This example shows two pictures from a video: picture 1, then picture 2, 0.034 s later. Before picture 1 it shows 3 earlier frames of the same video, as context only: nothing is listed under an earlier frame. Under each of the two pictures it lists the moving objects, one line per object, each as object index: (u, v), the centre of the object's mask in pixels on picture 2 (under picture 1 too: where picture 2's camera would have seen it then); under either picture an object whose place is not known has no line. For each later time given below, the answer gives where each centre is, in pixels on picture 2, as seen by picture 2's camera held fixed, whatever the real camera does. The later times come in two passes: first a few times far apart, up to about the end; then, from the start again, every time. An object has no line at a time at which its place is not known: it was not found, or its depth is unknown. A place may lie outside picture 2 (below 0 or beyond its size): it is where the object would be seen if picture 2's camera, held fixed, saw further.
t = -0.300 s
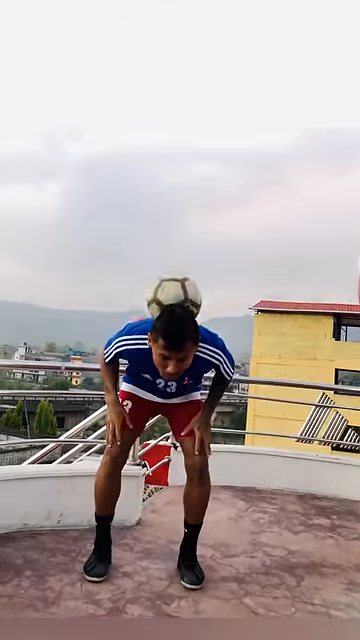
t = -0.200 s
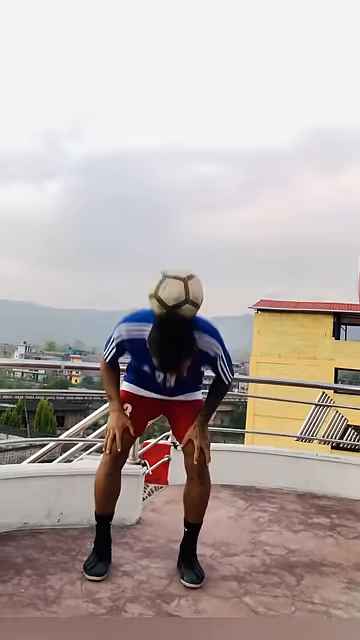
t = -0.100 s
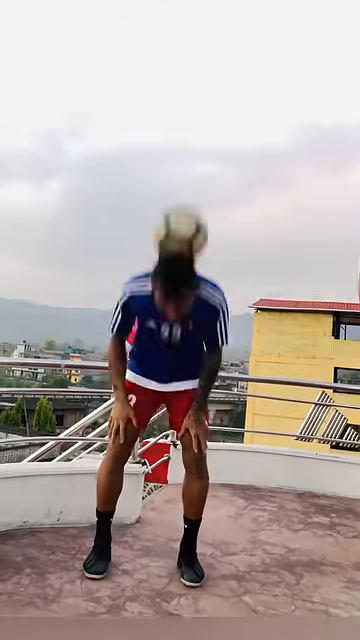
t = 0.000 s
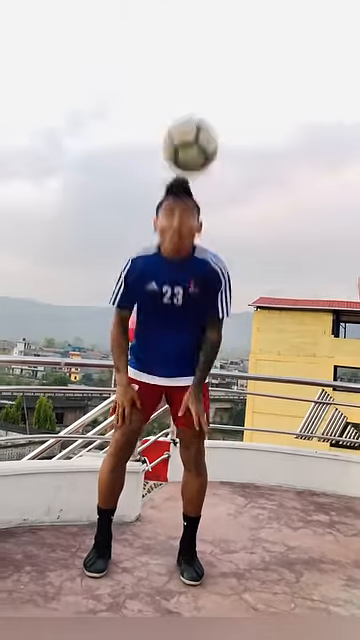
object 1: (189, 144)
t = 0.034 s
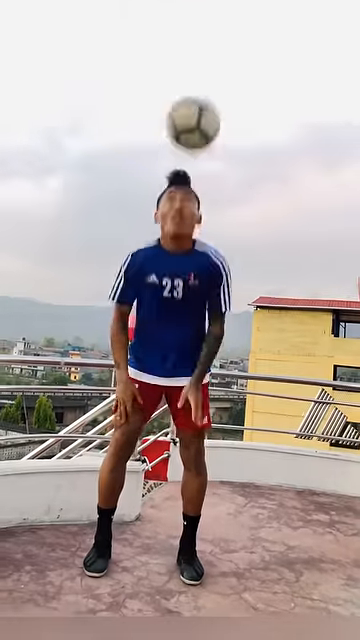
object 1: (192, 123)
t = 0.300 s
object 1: (204, 44)
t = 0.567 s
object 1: (201, 117)
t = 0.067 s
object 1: (195, 104)
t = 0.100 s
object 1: (197, 86)
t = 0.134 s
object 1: (199, 72)
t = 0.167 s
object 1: (200, 60)
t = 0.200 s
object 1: (201, 52)
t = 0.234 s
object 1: (203, 48)
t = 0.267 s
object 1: (204, 45)
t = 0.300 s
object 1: (204, 44)
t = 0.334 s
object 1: (205, 44)
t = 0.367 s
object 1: (204, 46)
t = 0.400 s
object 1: (204, 50)
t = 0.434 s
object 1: (204, 59)
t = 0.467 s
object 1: (203, 70)
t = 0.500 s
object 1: (203, 82)
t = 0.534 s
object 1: (202, 98)
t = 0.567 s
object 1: (201, 117)
